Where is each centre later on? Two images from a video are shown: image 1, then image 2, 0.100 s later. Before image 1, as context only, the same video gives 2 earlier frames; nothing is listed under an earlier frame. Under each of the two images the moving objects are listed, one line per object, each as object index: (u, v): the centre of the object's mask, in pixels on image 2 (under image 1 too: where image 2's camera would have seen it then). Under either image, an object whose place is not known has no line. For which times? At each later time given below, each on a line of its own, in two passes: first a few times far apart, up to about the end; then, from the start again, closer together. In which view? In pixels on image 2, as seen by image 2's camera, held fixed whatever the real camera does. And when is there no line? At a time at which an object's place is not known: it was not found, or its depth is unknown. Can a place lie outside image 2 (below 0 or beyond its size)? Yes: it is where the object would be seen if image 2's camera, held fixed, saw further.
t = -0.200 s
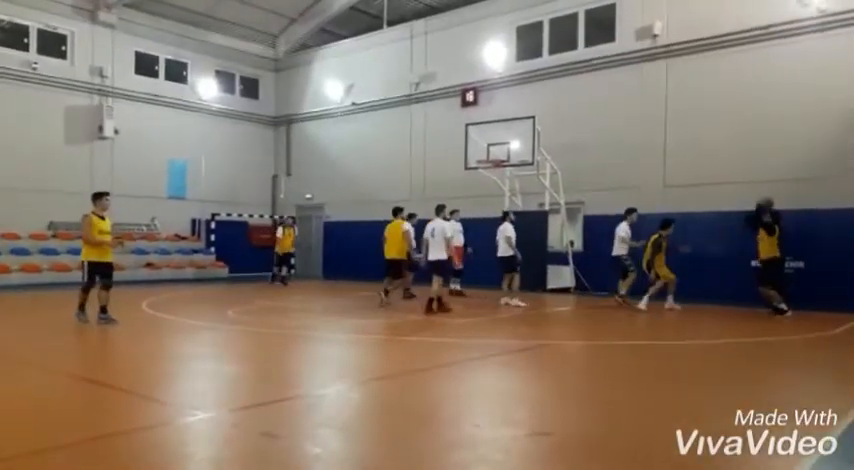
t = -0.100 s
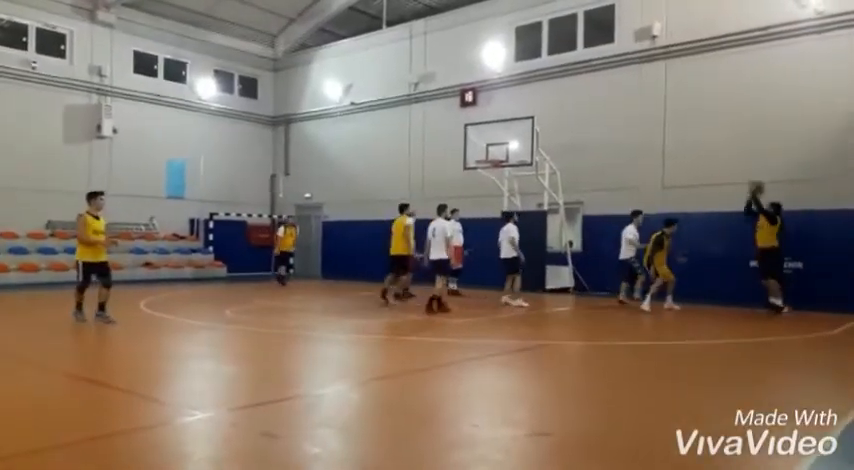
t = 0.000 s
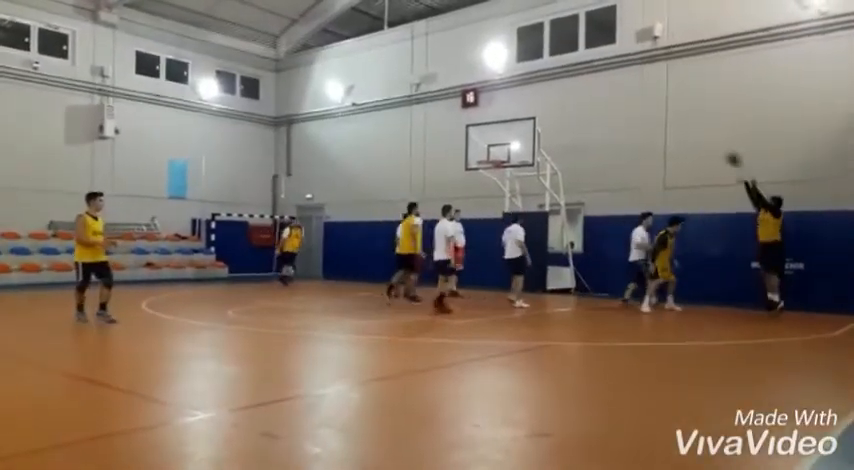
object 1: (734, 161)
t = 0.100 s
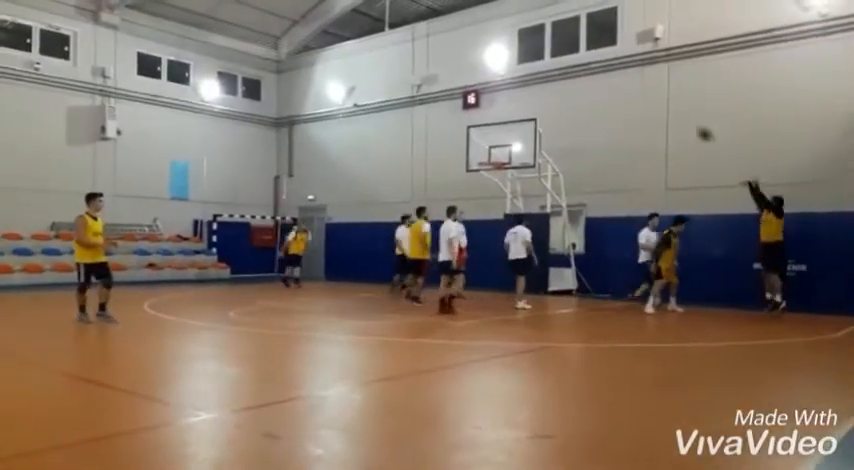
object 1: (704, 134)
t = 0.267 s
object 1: (658, 103)
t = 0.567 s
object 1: (584, 90)
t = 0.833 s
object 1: (528, 114)
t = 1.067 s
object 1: (483, 161)
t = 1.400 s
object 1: (486, 171)
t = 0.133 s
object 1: (694, 127)
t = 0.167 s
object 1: (684, 120)
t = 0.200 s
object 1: (675, 113)
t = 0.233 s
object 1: (666, 108)
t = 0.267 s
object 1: (658, 103)
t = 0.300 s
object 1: (649, 100)
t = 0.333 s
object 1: (640, 96)
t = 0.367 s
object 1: (632, 94)
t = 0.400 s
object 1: (623, 92)
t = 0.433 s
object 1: (615, 91)
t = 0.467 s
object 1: (607, 90)
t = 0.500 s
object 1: (599, 90)
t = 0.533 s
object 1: (592, 90)
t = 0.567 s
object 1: (584, 90)
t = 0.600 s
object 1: (576, 92)
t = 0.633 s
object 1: (570, 93)
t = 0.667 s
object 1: (562, 96)
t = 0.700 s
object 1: (555, 99)
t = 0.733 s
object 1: (548, 102)
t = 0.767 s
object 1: (542, 106)
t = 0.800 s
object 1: (534, 110)
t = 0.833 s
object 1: (528, 114)
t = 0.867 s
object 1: (521, 119)
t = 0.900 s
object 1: (515, 126)
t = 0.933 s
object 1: (508, 132)
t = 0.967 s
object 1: (502, 138)
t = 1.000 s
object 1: (496, 144)
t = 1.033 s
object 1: (488, 153)
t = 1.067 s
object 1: (483, 161)
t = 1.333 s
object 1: (486, 168)
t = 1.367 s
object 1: (486, 170)
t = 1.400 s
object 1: (486, 171)
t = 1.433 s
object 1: (487, 172)
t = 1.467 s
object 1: (488, 173)
